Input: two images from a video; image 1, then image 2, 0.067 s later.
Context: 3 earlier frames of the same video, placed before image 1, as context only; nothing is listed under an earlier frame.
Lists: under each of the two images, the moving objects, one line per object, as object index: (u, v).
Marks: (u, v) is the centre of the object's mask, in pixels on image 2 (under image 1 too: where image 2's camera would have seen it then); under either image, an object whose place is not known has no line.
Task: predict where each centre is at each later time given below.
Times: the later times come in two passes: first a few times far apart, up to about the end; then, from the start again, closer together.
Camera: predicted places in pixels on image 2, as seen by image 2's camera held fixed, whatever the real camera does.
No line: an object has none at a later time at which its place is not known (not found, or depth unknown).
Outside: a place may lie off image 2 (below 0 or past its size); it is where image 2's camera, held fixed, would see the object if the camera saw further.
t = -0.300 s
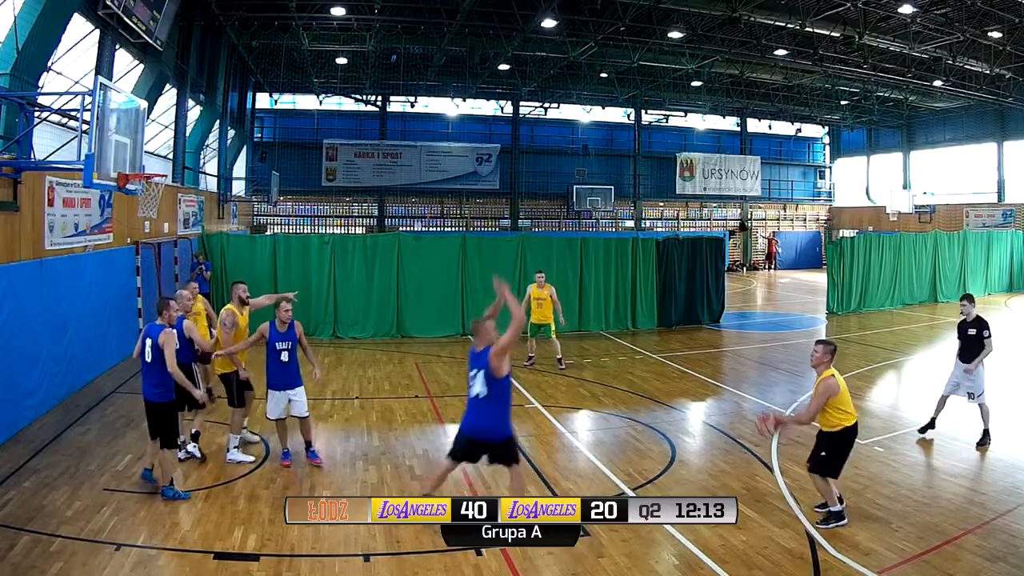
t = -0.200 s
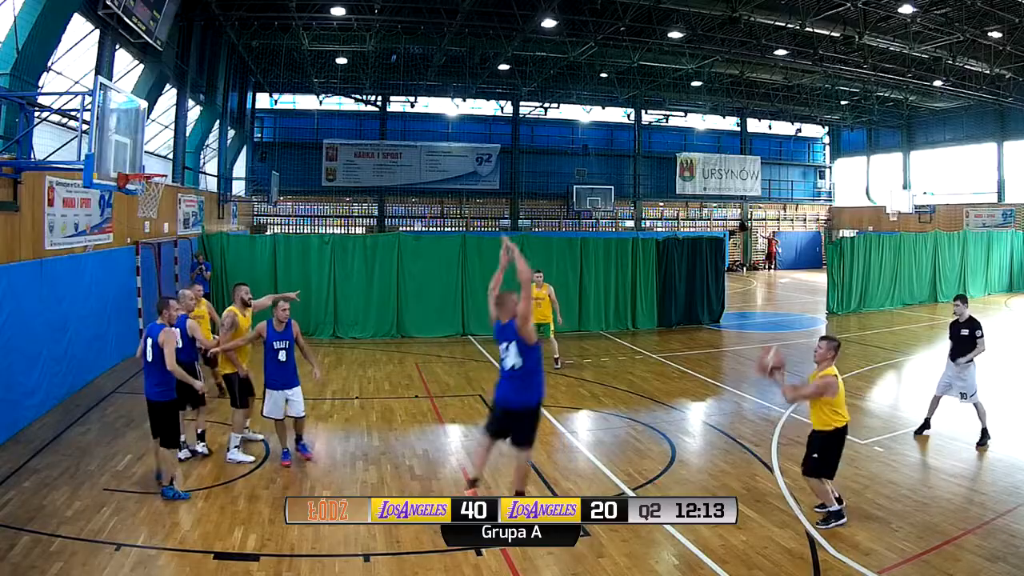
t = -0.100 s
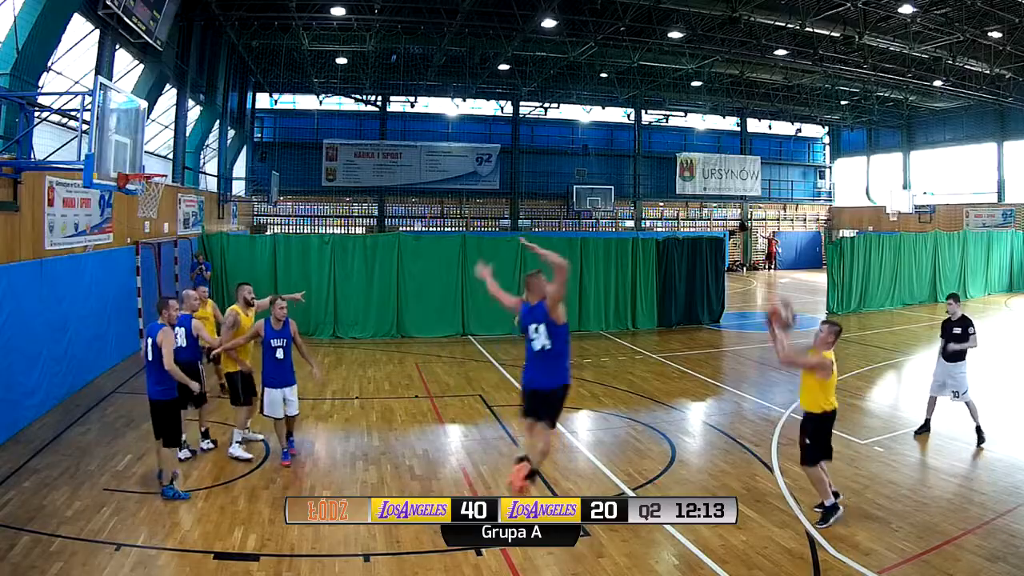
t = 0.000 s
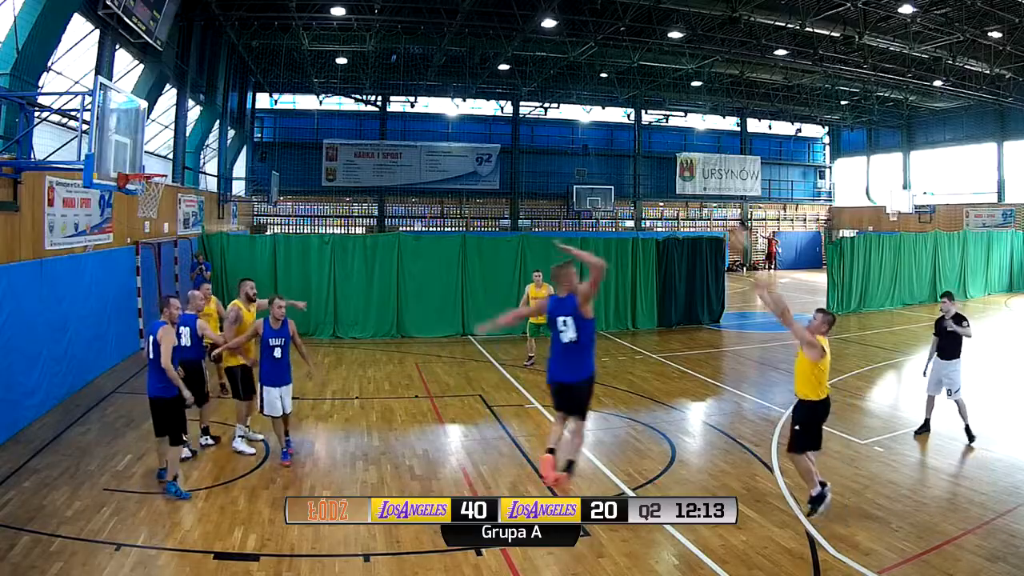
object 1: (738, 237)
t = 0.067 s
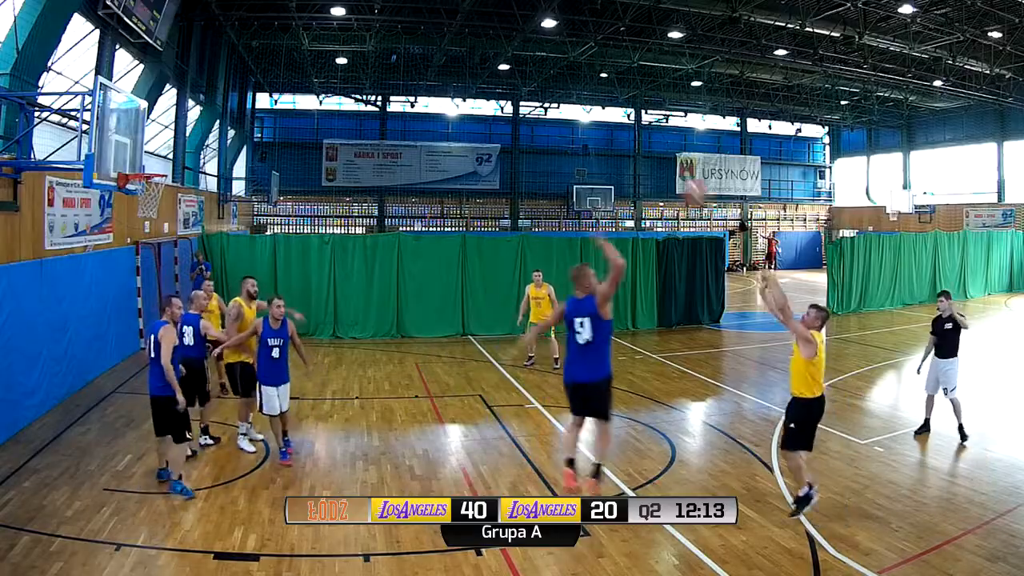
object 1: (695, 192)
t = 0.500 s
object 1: (432, 20)
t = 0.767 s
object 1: (298, 27)
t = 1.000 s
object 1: (200, 89)
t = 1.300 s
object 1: (178, 136)
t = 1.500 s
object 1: (249, 109)
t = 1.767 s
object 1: (347, 125)
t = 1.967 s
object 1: (415, 179)
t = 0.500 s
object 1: (432, 20)
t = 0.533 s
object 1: (414, 16)
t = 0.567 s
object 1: (396, 14)
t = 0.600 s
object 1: (380, 13)
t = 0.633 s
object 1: (364, 13)
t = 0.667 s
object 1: (348, 15)
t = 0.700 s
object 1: (329, 19)
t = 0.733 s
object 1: (314, 22)
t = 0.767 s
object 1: (298, 27)
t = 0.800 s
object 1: (284, 33)
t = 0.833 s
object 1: (269, 40)
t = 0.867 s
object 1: (254, 48)
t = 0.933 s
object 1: (227, 66)
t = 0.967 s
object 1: (213, 77)
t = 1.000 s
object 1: (200, 89)
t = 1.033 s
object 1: (188, 100)
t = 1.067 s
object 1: (176, 113)
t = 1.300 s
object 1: (178, 136)
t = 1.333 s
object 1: (190, 130)
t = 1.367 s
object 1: (204, 123)
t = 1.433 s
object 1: (227, 113)
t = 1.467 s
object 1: (239, 111)
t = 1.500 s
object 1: (249, 109)
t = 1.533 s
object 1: (263, 107)
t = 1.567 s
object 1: (276, 108)
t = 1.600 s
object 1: (288, 109)
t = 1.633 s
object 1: (299, 110)
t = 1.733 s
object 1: (336, 120)
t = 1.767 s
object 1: (347, 125)
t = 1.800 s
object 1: (359, 133)
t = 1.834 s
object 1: (370, 140)
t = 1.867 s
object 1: (381, 147)
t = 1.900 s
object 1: (393, 157)
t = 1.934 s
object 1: (405, 168)
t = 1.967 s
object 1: (415, 179)
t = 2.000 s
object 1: (426, 191)
